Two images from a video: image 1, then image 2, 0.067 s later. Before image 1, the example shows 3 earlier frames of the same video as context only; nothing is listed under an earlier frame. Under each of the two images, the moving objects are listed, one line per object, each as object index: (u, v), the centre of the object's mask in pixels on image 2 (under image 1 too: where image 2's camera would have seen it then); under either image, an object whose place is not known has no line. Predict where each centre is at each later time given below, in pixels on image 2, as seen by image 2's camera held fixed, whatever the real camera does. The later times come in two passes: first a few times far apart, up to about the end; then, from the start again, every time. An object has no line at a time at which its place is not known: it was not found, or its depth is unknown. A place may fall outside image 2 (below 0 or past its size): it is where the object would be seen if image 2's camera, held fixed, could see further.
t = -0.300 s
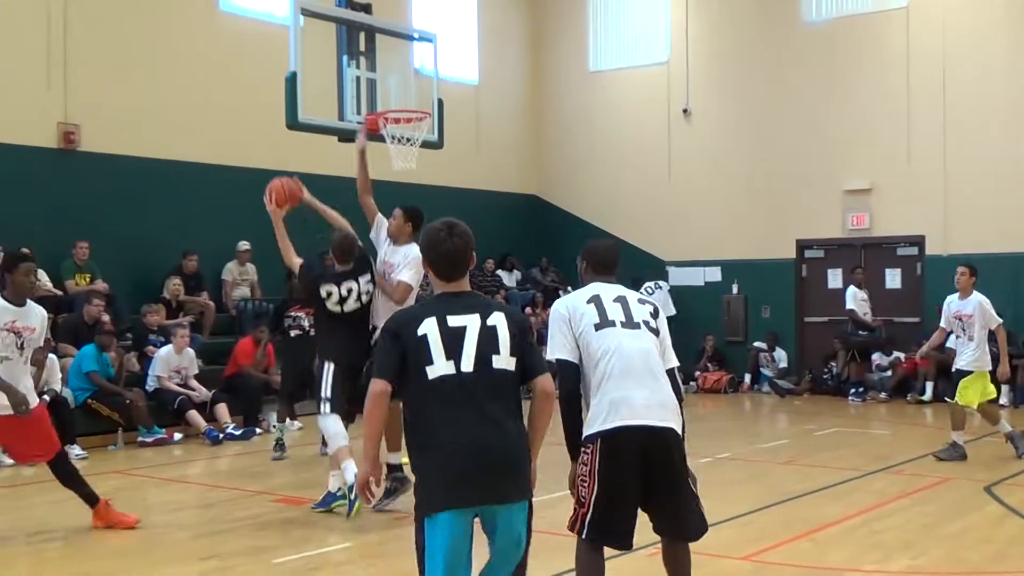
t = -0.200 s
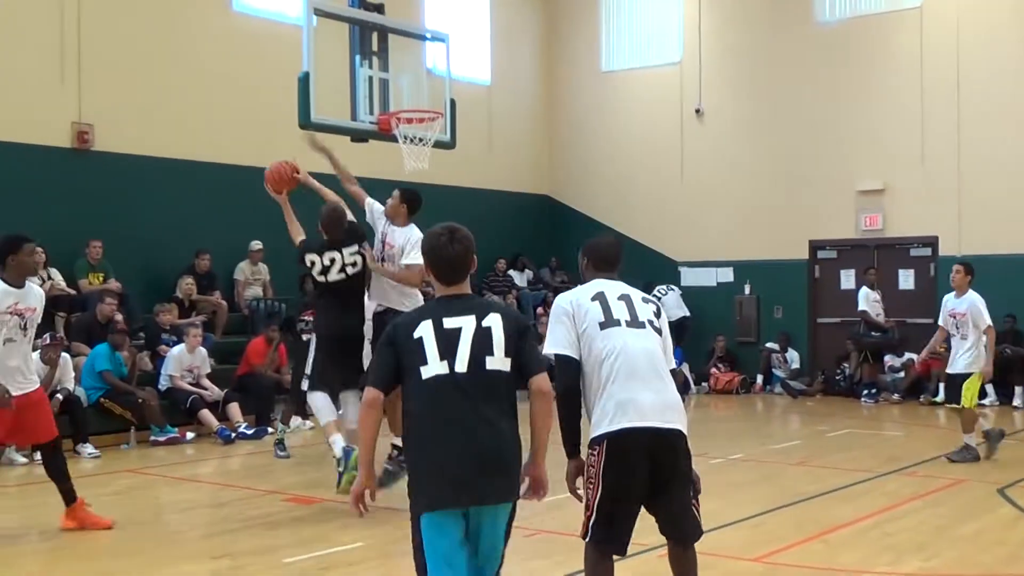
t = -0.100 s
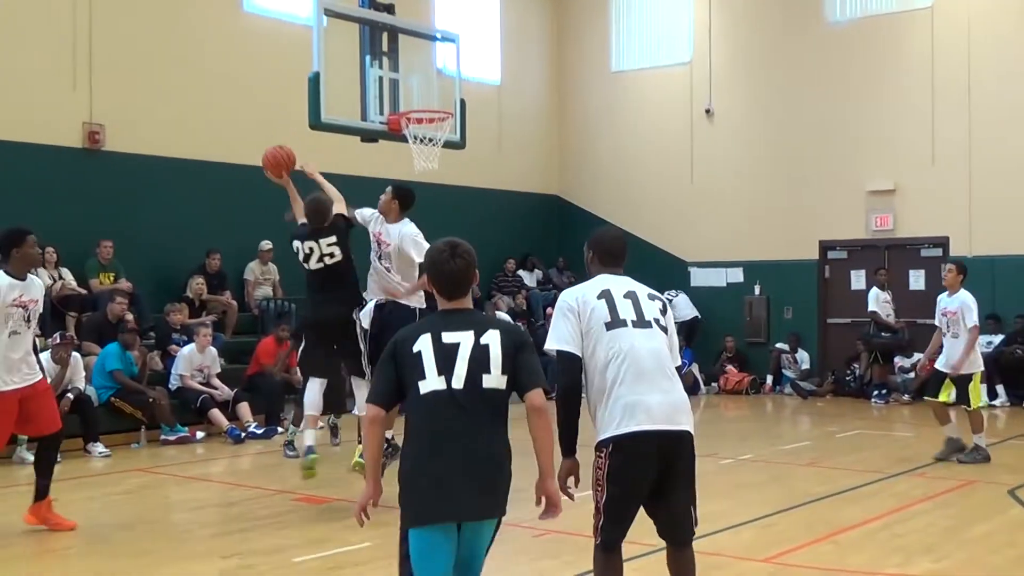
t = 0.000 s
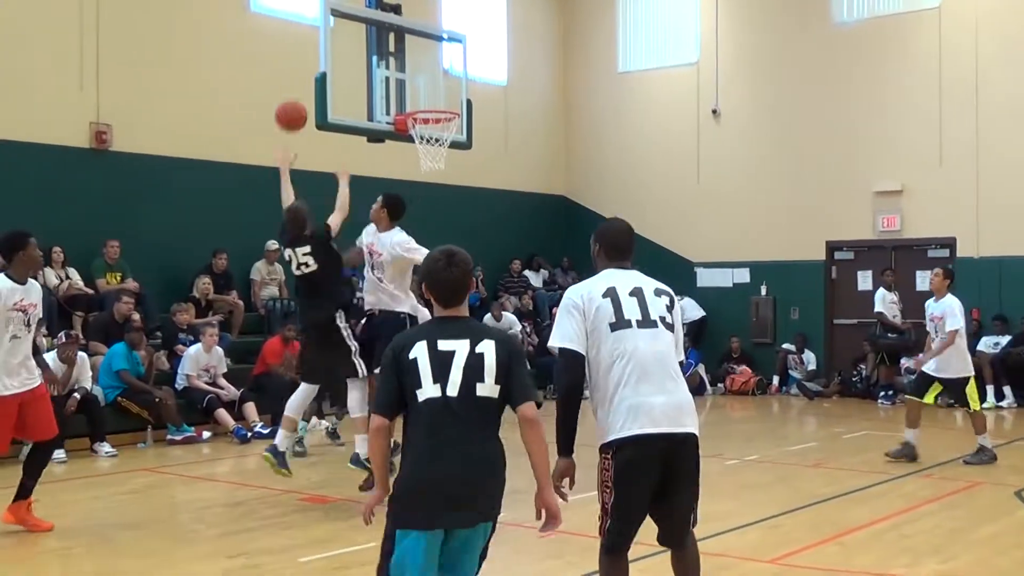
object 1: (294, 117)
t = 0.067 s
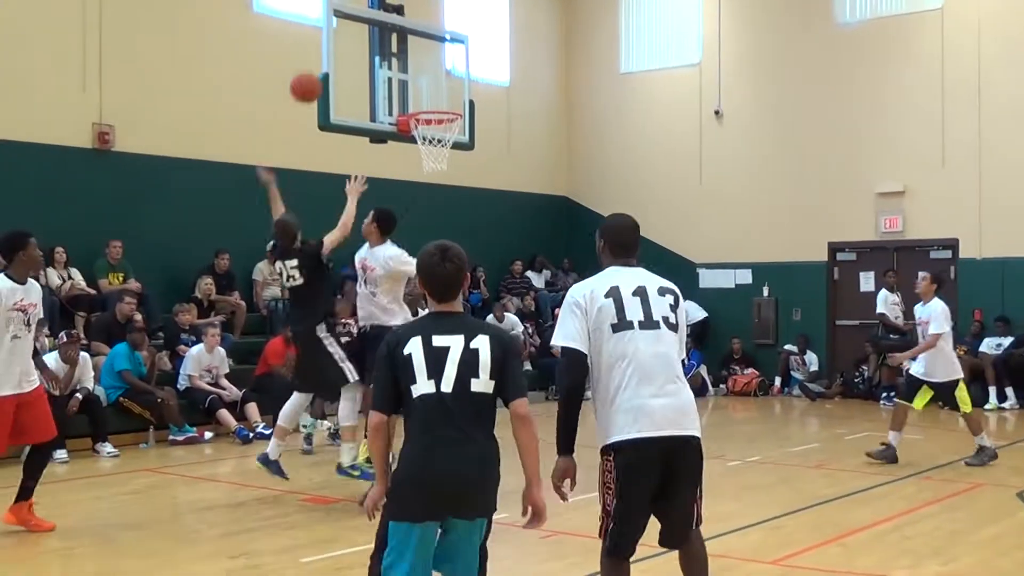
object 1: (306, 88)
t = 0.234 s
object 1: (333, 44)
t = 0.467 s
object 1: (371, 39)
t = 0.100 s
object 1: (311, 76)
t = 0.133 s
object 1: (317, 66)
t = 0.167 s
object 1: (323, 57)
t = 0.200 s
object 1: (328, 50)
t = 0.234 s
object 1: (333, 44)
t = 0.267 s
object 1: (339, 40)
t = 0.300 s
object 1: (344, 38)
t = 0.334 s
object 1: (348, 36)
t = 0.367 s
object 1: (353, 36)
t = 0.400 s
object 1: (357, 37)
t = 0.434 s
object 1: (362, 39)
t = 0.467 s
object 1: (371, 39)
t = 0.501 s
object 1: (380, 41)
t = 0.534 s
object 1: (388, 44)
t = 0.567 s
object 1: (395, 48)
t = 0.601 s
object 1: (404, 53)
